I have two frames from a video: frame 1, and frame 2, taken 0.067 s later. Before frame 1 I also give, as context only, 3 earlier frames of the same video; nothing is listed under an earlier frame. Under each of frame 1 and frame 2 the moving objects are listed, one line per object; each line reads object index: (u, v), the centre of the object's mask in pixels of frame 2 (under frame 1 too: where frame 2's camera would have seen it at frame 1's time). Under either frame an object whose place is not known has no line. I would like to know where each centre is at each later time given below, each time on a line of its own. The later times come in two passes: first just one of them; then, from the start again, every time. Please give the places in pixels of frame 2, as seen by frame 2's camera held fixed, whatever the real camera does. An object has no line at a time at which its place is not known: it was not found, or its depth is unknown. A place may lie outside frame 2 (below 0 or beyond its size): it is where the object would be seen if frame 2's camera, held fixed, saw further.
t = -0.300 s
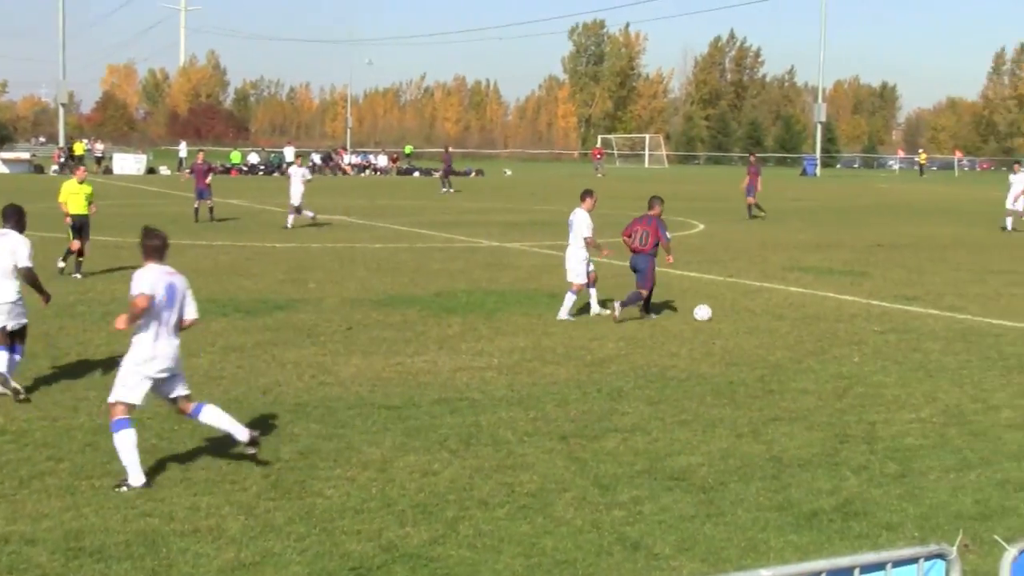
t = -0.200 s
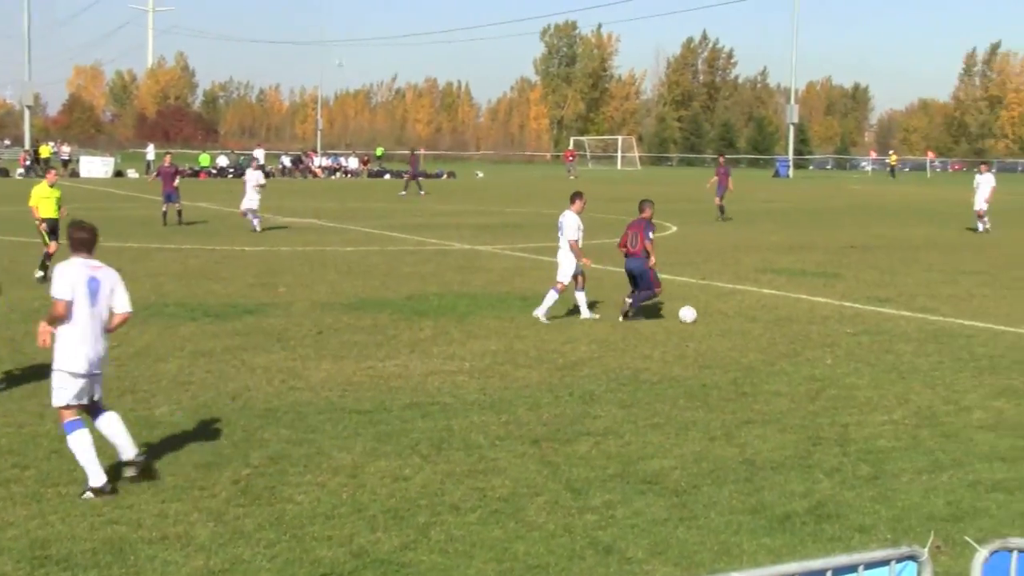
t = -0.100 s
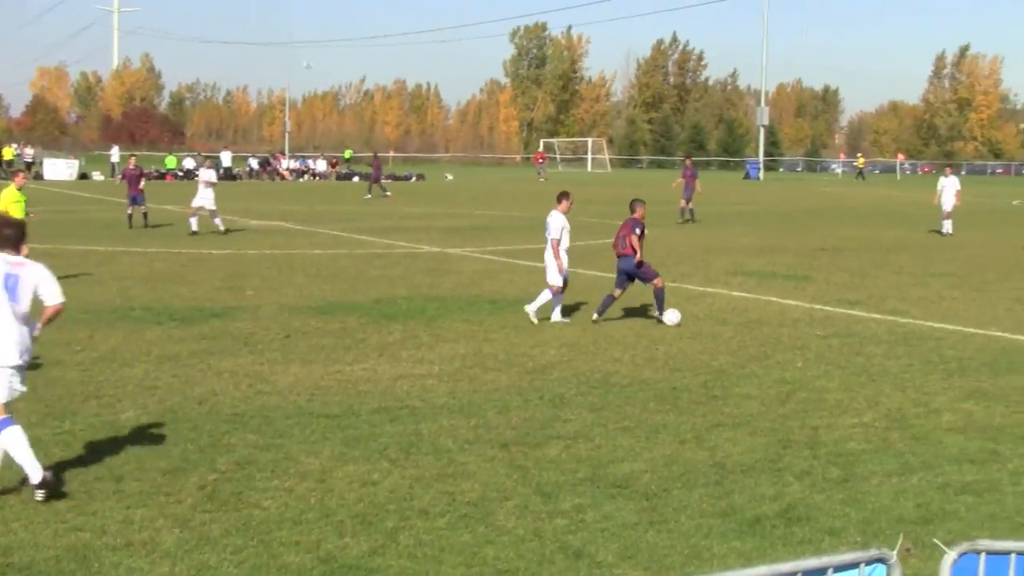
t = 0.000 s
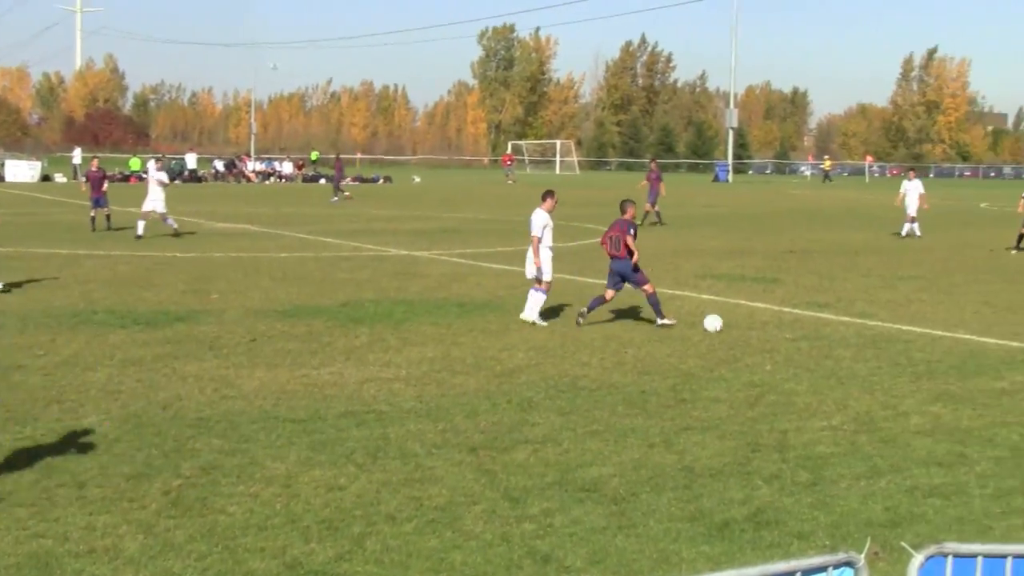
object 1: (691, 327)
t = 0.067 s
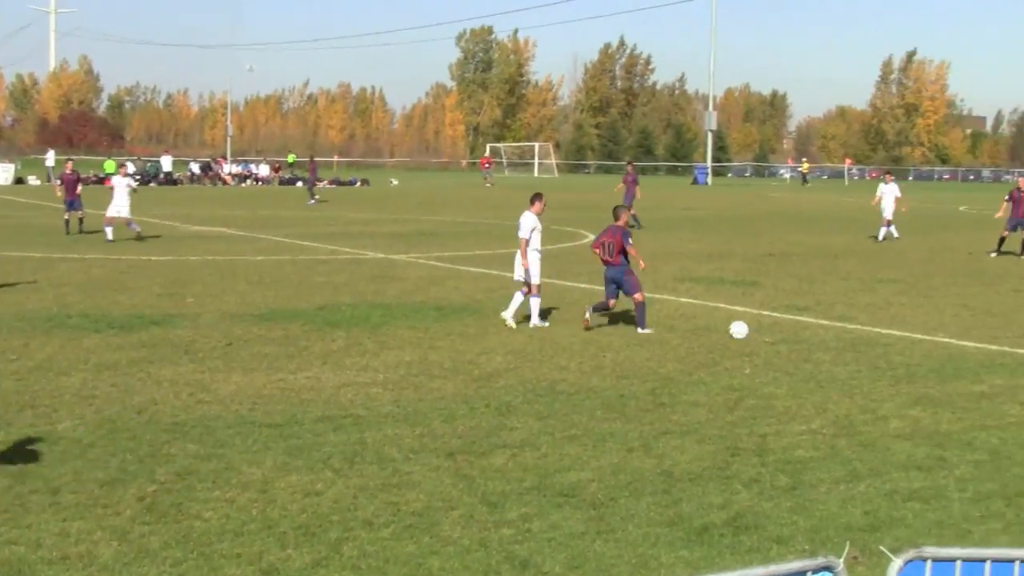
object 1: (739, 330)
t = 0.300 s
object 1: (887, 336)
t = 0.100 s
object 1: (761, 330)
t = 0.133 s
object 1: (784, 331)
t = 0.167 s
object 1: (805, 333)
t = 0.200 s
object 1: (826, 335)
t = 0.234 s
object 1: (847, 335)
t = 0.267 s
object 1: (867, 336)
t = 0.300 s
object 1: (887, 336)
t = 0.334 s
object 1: (907, 338)
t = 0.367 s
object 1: (925, 338)
